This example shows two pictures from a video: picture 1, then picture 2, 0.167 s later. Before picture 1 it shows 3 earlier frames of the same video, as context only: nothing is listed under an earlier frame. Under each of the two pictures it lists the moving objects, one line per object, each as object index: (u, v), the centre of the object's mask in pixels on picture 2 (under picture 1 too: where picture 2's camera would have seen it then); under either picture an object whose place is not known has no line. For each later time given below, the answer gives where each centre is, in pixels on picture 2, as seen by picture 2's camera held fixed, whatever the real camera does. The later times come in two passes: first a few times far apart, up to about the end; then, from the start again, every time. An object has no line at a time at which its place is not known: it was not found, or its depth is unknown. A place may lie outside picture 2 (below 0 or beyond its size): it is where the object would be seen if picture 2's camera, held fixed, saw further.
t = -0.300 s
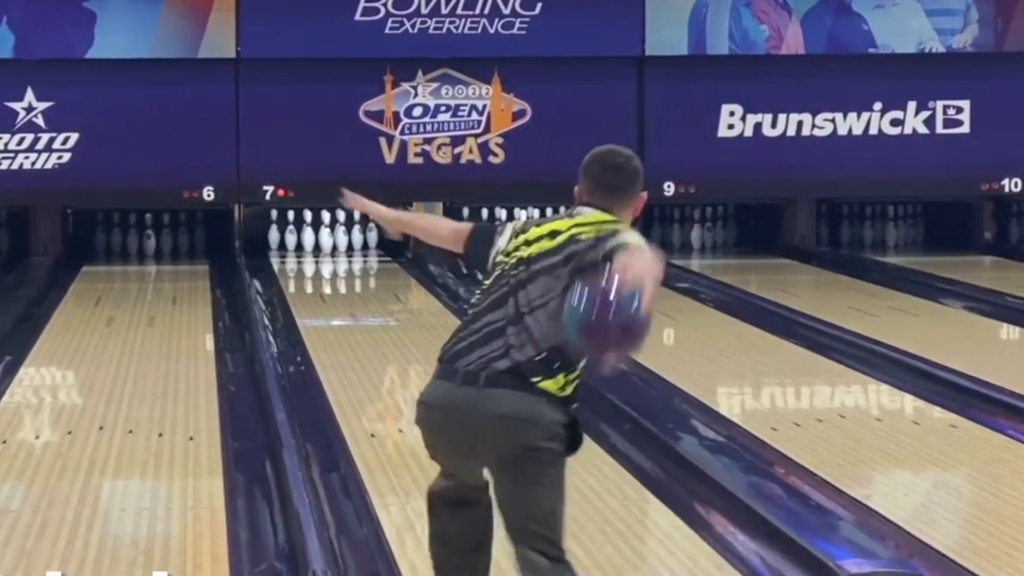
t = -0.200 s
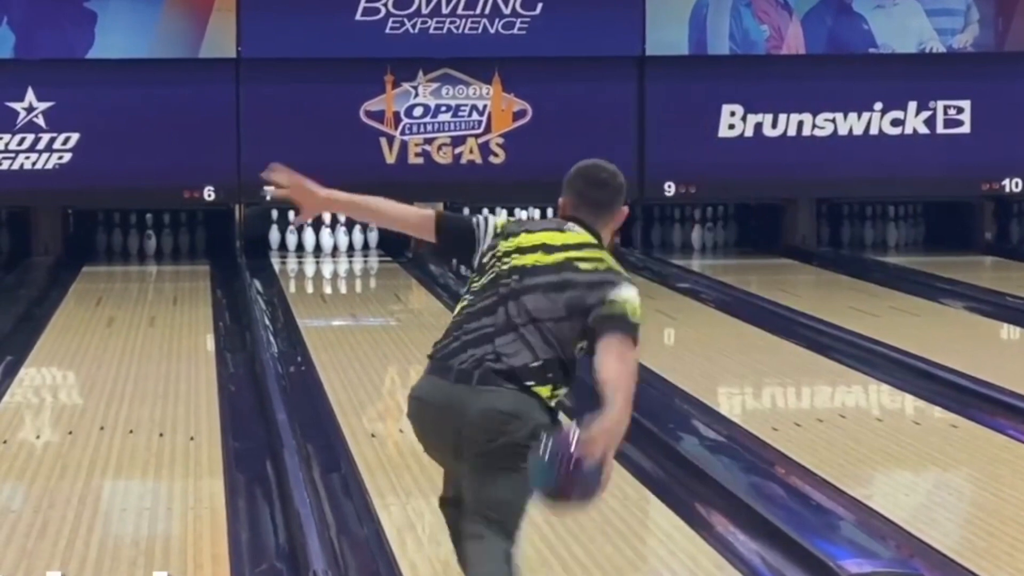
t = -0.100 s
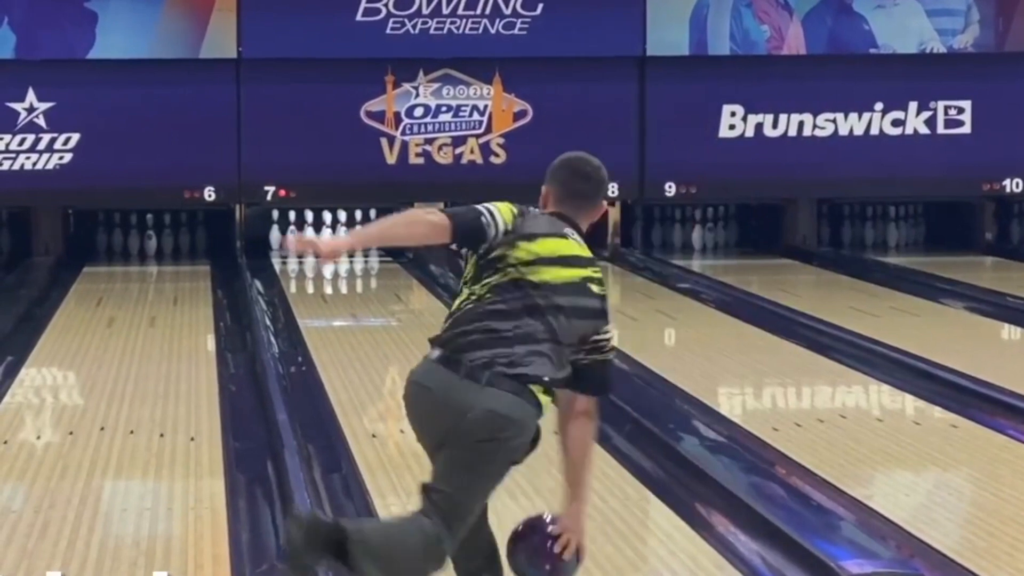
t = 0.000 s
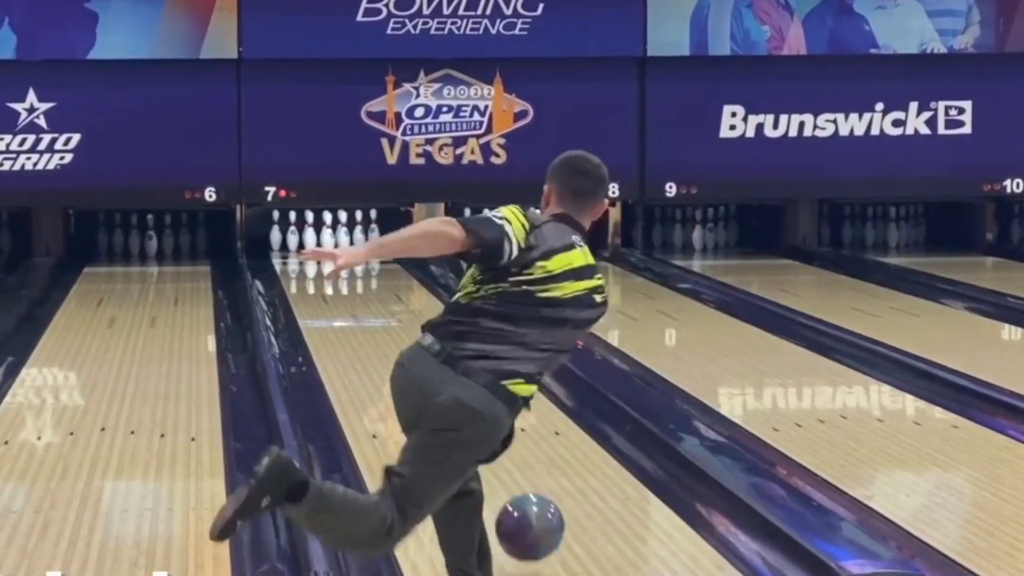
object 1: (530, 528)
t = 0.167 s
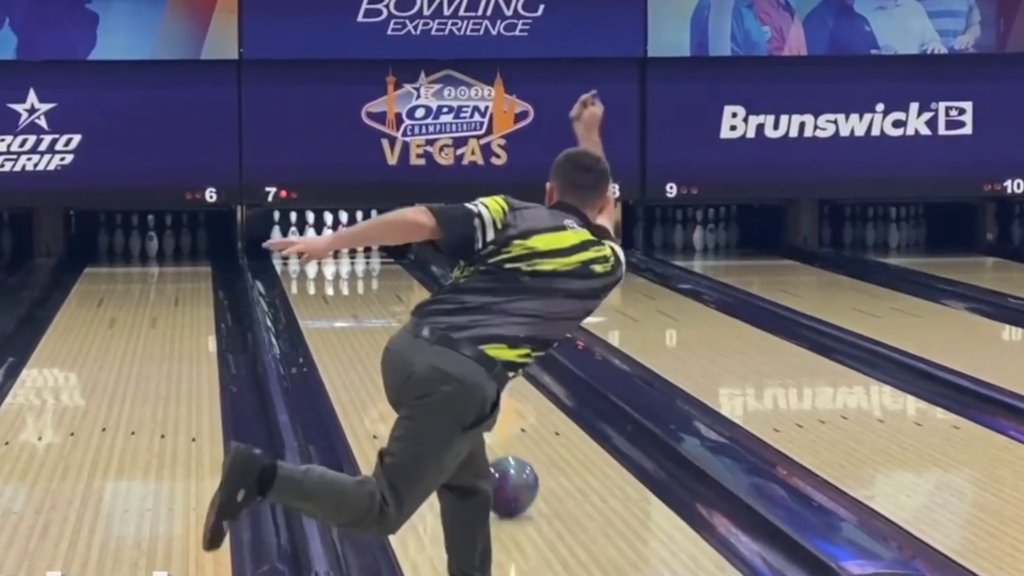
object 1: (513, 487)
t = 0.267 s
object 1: (505, 457)
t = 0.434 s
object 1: (493, 419)
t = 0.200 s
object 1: (511, 477)
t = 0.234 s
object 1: (508, 467)
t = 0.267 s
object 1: (505, 457)
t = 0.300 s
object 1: (501, 448)
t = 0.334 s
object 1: (498, 440)
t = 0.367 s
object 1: (495, 434)
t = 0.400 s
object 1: (493, 427)
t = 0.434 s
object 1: (493, 419)
